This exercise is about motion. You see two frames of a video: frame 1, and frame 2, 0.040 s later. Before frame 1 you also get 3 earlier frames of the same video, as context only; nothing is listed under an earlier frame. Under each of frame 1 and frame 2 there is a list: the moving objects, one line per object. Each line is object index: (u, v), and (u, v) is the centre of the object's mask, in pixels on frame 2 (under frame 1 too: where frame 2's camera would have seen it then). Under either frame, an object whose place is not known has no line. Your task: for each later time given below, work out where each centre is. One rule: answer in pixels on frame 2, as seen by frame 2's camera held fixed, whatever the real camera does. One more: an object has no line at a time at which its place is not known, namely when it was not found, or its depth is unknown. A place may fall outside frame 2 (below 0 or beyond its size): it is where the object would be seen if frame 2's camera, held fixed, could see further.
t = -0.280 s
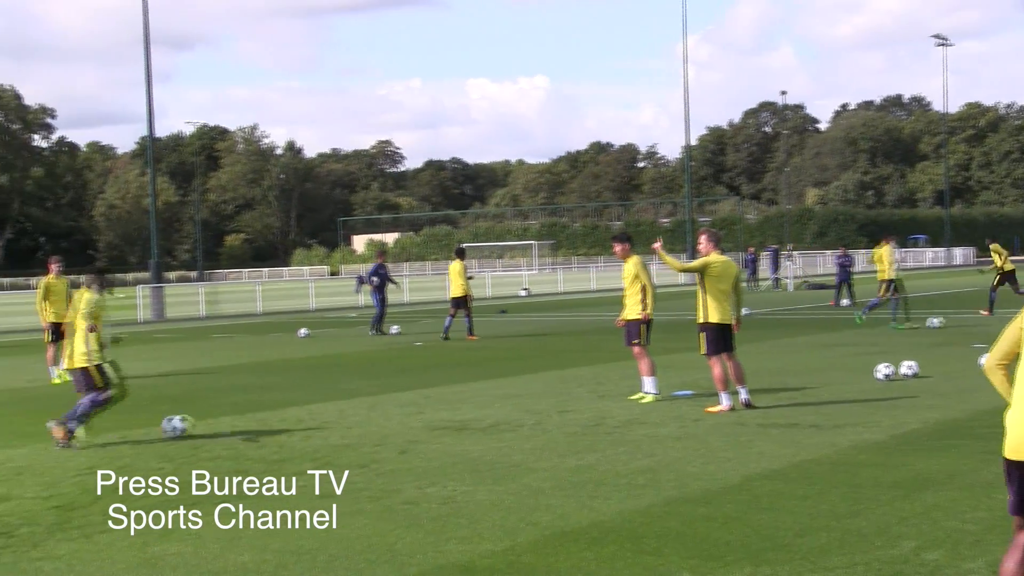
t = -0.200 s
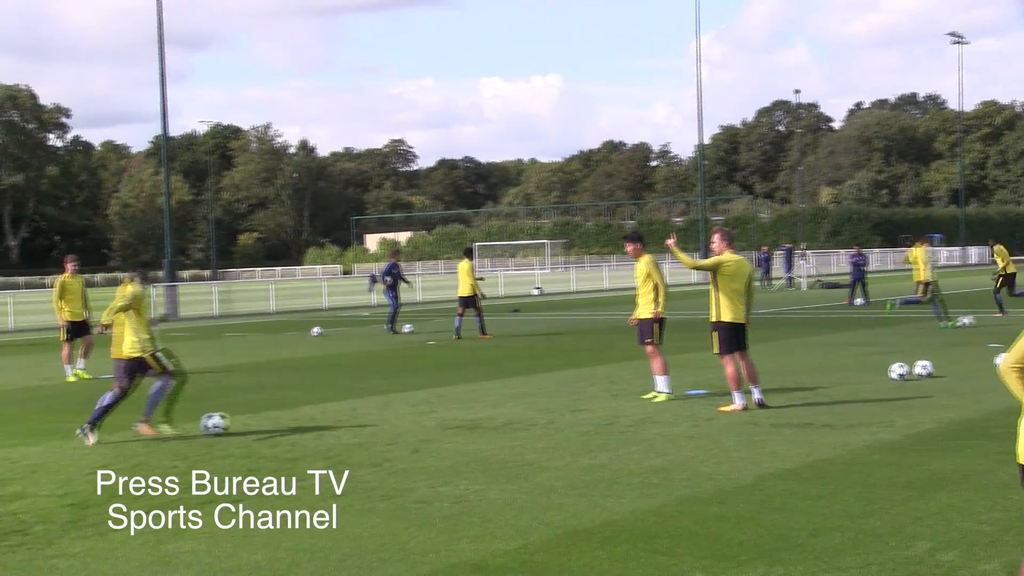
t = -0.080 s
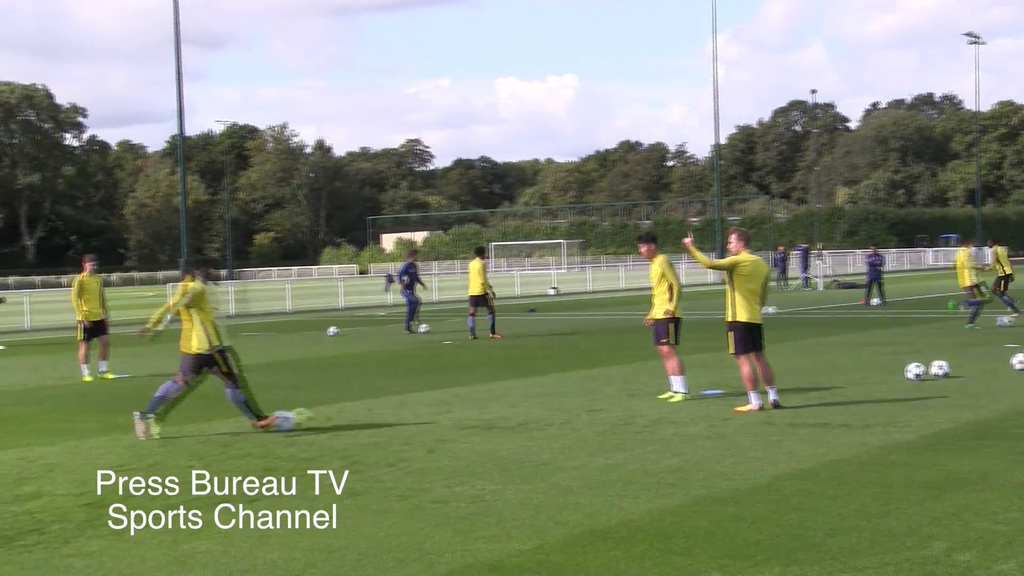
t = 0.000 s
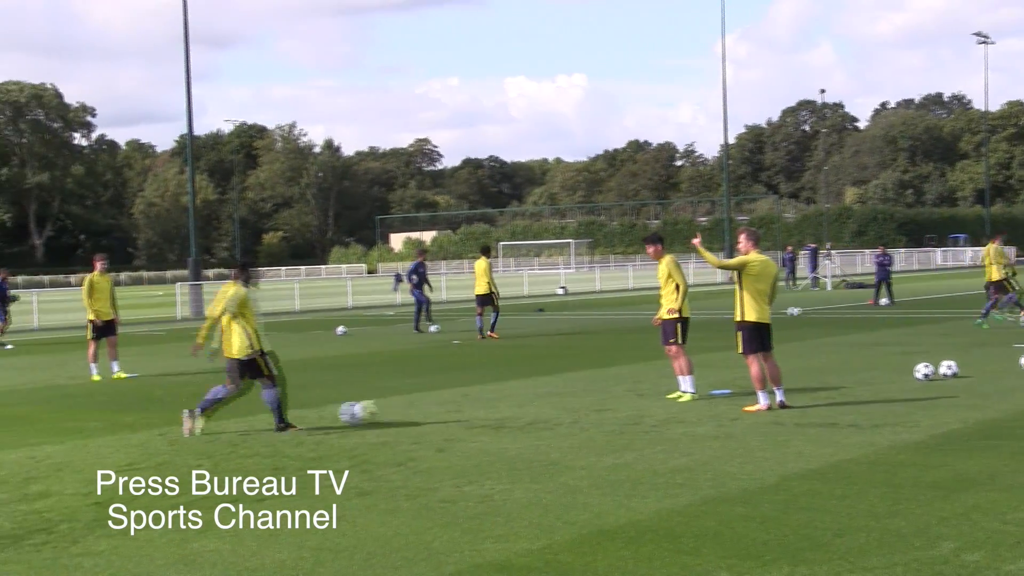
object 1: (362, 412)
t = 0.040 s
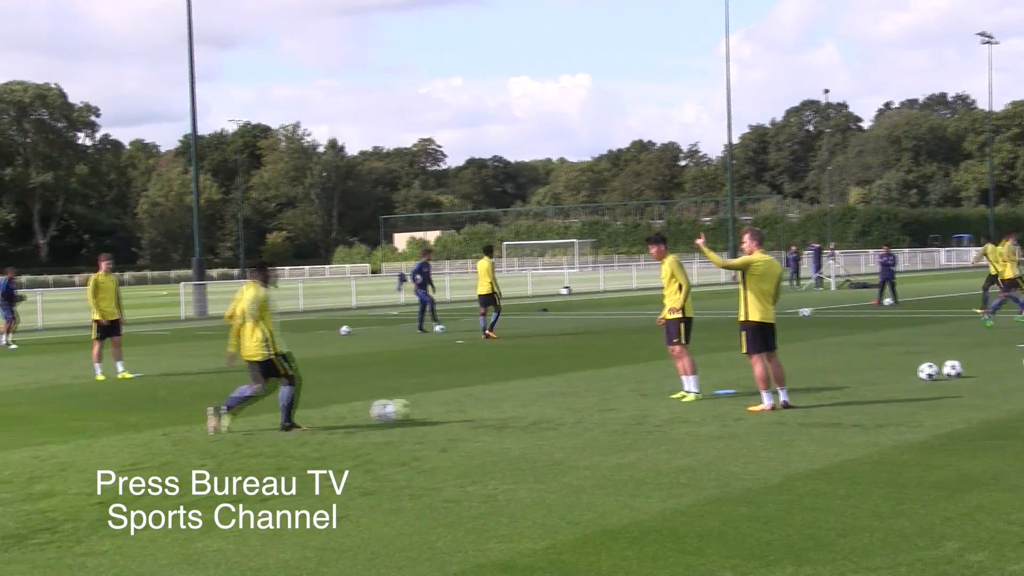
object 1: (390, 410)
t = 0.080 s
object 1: (417, 409)
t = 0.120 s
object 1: (442, 407)
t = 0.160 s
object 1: (466, 404)
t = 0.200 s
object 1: (488, 402)
